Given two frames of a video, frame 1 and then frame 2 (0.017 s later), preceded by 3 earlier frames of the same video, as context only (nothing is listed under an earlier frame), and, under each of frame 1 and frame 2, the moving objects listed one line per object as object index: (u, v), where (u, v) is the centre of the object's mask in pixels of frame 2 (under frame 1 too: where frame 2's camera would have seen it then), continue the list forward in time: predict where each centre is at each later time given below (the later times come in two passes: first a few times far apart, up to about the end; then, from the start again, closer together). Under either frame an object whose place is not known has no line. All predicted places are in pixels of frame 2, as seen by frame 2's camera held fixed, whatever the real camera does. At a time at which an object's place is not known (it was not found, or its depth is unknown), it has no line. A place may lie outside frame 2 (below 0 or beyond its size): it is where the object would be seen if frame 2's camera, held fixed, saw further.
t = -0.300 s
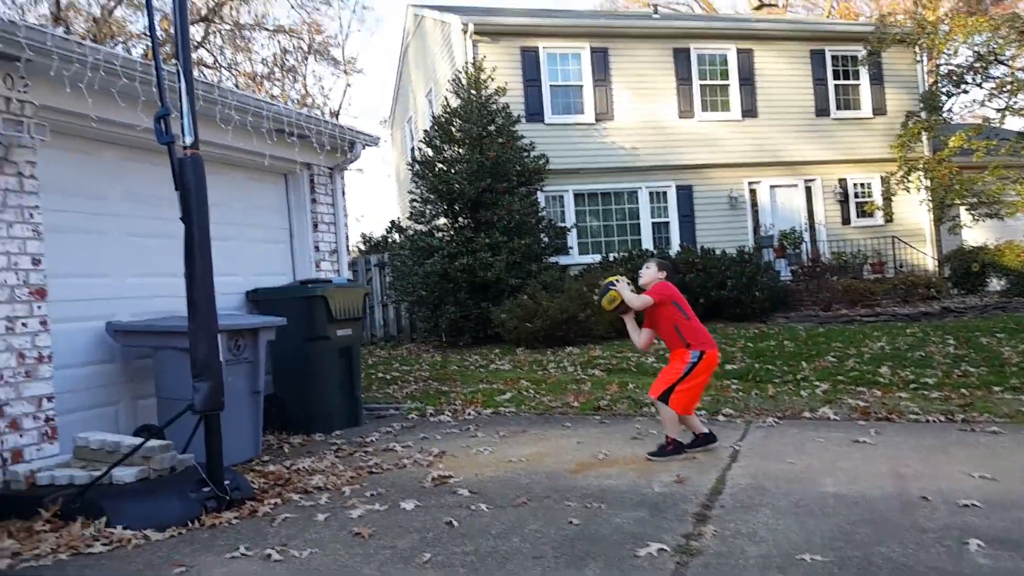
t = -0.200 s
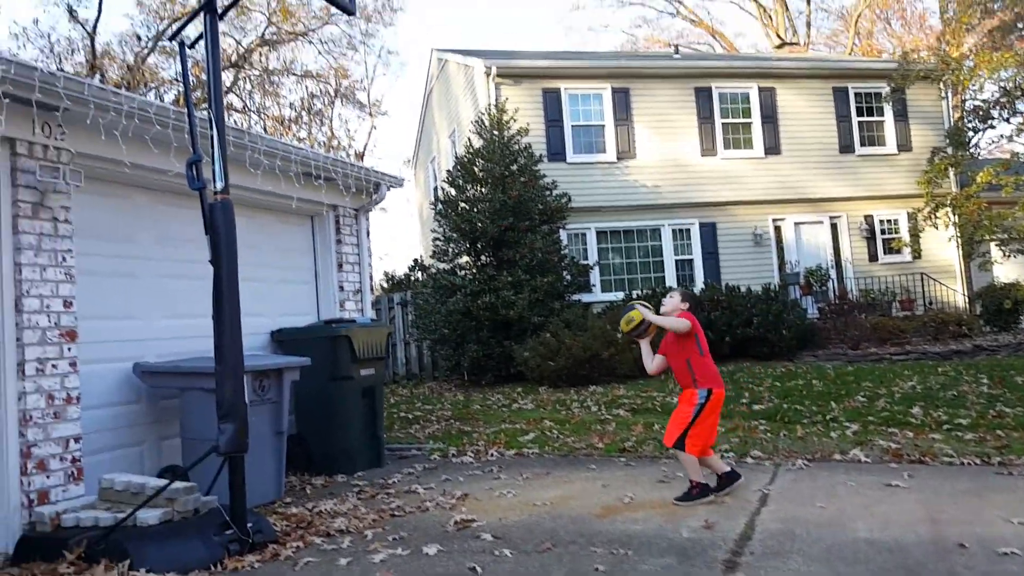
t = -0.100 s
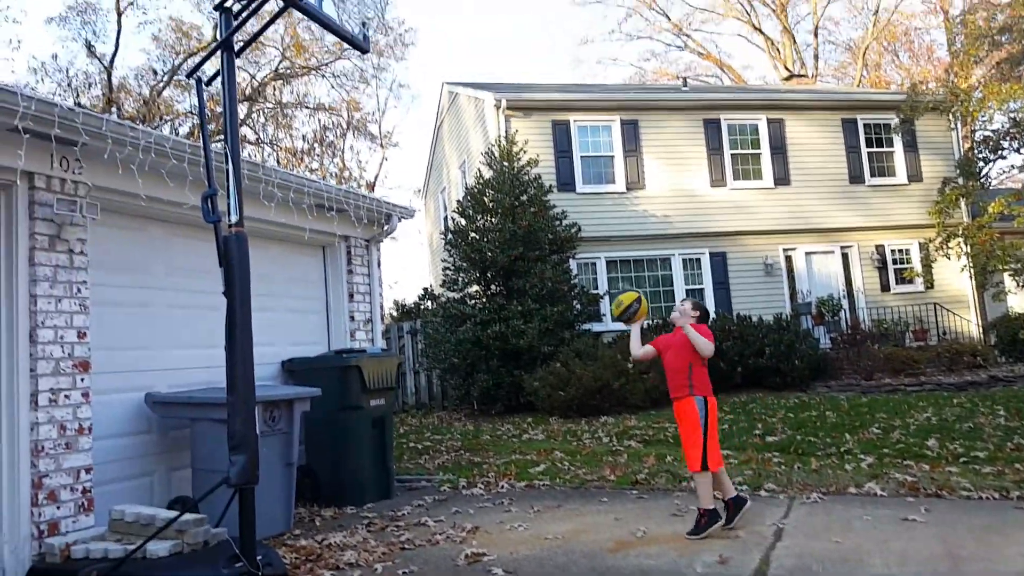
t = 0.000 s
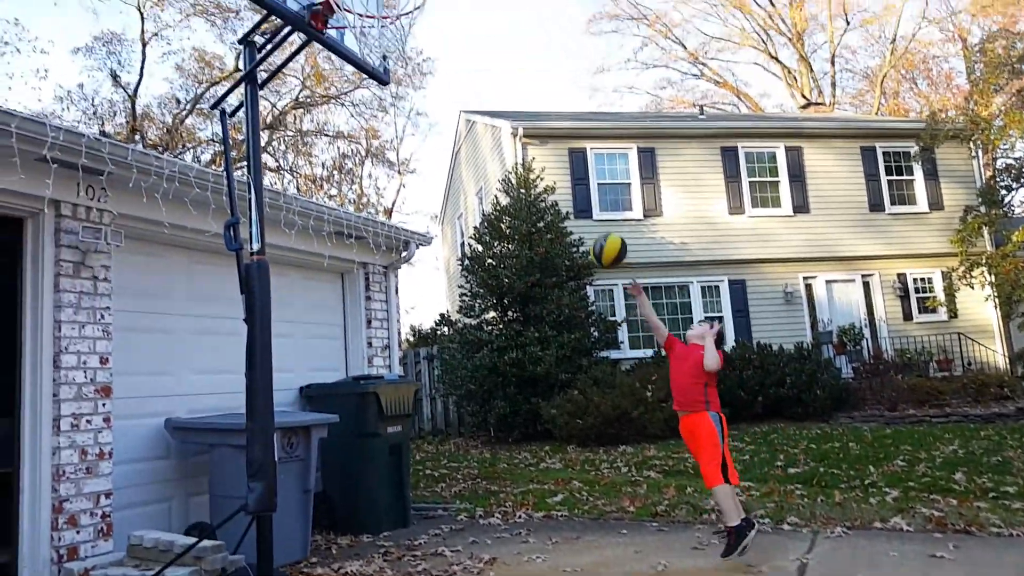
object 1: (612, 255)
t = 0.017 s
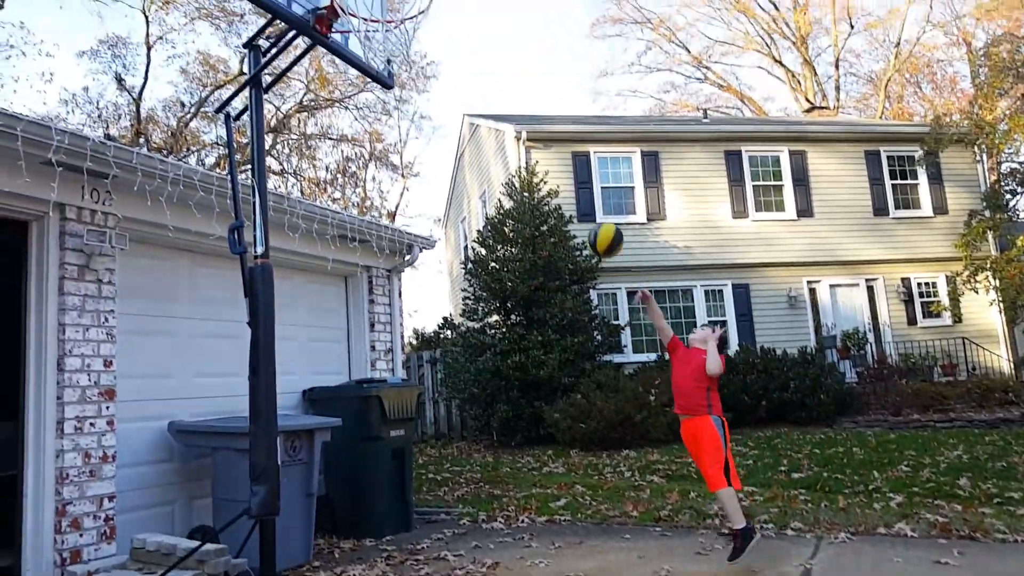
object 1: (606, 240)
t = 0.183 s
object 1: (535, 123)
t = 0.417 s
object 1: (440, 27)
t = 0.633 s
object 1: (383, -4)
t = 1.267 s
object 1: (409, 95)
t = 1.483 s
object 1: (432, 263)
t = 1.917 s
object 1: (462, 409)
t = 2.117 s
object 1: (459, 280)
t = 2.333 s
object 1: (463, 232)
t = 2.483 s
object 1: (470, 253)
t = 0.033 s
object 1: (598, 226)
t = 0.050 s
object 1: (591, 213)
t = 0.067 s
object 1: (584, 200)
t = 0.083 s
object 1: (576, 189)
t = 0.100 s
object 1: (571, 177)
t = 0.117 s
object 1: (563, 166)
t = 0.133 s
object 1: (556, 155)
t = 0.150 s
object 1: (549, 145)
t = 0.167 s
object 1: (542, 133)
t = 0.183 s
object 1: (535, 123)
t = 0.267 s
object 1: (501, 81)
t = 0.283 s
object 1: (494, 73)
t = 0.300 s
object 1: (487, 66)
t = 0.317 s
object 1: (480, 59)
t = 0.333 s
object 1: (473, 53)
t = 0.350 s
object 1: (465, 46)
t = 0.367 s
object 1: (459, 40)
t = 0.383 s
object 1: (452, 35)
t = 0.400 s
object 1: (445, 30)
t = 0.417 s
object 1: (440, 27)
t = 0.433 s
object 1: (432, 22)
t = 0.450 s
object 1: (424, 18)
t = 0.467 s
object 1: (417, 15)
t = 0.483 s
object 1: (409, 11)
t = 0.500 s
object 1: (402, 7)
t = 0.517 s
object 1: (396, 7)
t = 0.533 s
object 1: (389, 6)
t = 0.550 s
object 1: (383, 5)
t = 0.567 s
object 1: (382, 3)
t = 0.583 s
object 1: (382, 0)
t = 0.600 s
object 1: (382, -2)
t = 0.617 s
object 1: (383, -4)
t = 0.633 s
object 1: (383, -4)
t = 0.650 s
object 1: (383, -6)
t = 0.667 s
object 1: (383, -7)
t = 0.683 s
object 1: (383, -7)
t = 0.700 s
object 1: (383, -6)
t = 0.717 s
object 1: (383, -6)
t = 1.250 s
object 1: (408, 86)
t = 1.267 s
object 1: (409, 95)
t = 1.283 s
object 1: (411, 104)
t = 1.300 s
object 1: (412, 115)
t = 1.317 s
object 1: (414, 126)
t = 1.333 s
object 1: (416, 137)
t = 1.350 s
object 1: (417, 149)
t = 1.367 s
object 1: (419, 161)
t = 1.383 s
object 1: (420, 173)
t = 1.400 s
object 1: (422, 187)
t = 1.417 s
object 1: (424, 201)
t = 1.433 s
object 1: (426, 216)
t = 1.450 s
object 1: (428, 231)
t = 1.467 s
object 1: (430, 246)
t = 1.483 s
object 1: (432, 263)
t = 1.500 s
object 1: (434, 280)
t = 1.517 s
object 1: (436, 297)
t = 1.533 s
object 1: (438, 314)
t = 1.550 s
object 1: (440, 333)
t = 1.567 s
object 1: (442, 351)
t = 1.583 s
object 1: (443, 371)
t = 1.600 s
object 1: (445, 393)
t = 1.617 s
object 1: (447, 415)
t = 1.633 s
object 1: (449, 438)
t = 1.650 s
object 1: (452, 458)
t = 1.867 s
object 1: (462, 459)
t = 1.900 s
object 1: (462, 424)
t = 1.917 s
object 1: (462, 409)
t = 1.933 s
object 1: (461, 394)
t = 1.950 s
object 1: (461, 379)
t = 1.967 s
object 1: (461, 367)
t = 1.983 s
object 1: (460, 355)
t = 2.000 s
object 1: (460, 343)
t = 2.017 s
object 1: (459, 332)
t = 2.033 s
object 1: (459, 322)
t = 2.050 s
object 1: (459, 313)
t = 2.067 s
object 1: (459, 303)
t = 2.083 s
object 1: (459, 295)
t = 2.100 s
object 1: (459, 287)
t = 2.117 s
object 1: (459, 280)
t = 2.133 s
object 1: (459, 272)
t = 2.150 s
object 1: (459, 266)
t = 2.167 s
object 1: (460, 260)
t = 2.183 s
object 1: (460, 255)
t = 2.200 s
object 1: (460, 250)
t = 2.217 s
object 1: (460, 246)
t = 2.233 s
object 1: (460, 242)
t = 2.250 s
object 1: (461, 239)
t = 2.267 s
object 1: (461, 237)
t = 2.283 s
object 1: (462, 235)
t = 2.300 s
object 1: (462, 234)
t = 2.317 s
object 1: (463, 233)
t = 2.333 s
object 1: (463, 232)
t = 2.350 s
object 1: (464, 233)
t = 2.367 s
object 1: (464, 233)
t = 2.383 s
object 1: (465, 234)
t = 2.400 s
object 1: (466, 236)
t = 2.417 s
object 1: (467, 238)
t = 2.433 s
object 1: (467, 241)
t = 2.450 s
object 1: (468, 244)
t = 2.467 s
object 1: (469, 248)
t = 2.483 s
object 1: (470, 253)
